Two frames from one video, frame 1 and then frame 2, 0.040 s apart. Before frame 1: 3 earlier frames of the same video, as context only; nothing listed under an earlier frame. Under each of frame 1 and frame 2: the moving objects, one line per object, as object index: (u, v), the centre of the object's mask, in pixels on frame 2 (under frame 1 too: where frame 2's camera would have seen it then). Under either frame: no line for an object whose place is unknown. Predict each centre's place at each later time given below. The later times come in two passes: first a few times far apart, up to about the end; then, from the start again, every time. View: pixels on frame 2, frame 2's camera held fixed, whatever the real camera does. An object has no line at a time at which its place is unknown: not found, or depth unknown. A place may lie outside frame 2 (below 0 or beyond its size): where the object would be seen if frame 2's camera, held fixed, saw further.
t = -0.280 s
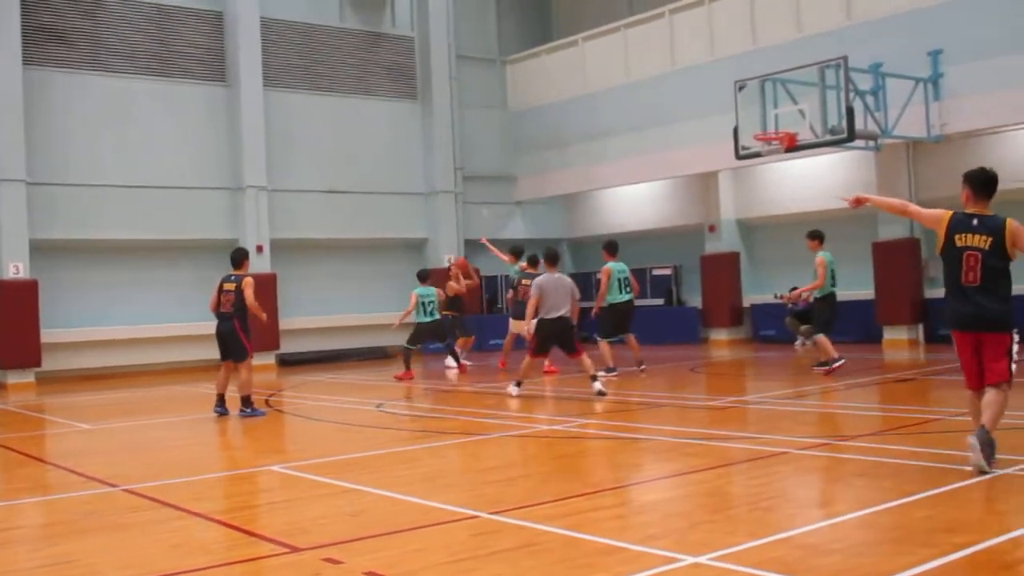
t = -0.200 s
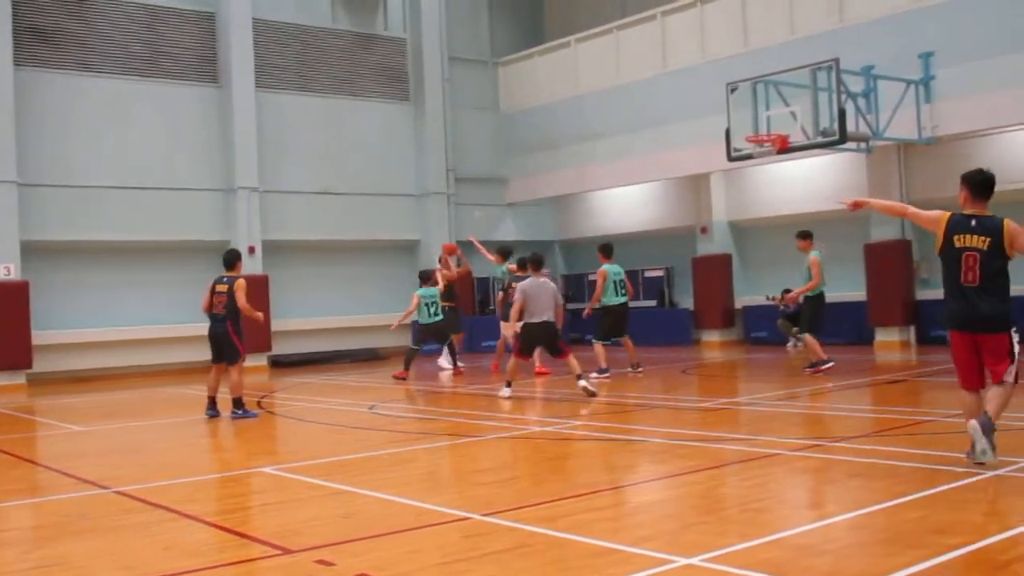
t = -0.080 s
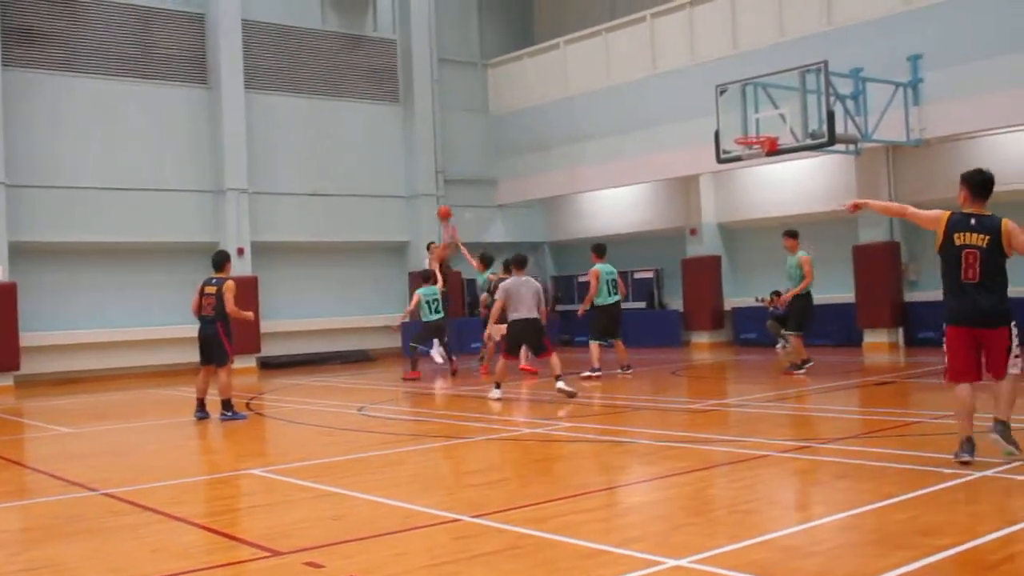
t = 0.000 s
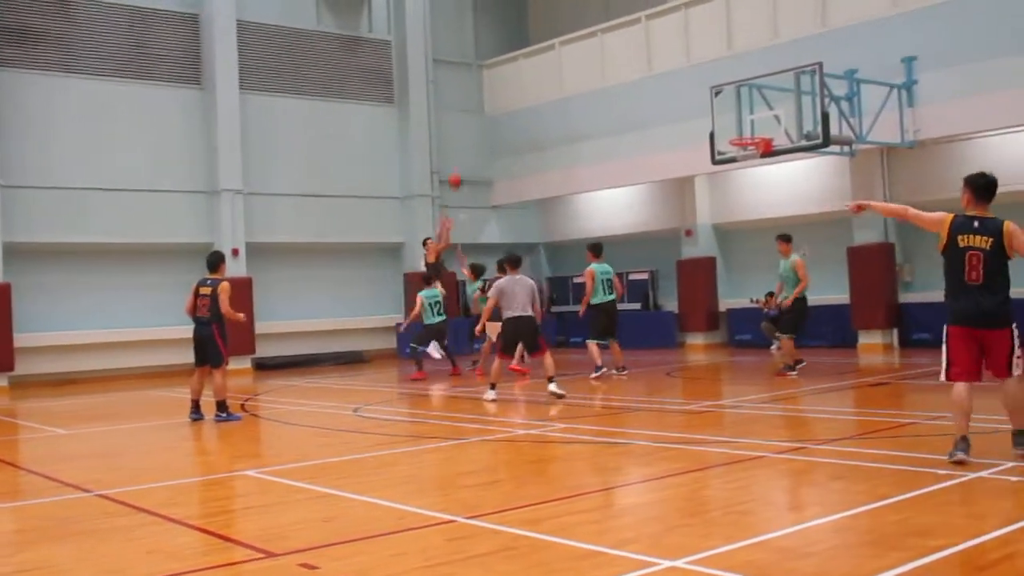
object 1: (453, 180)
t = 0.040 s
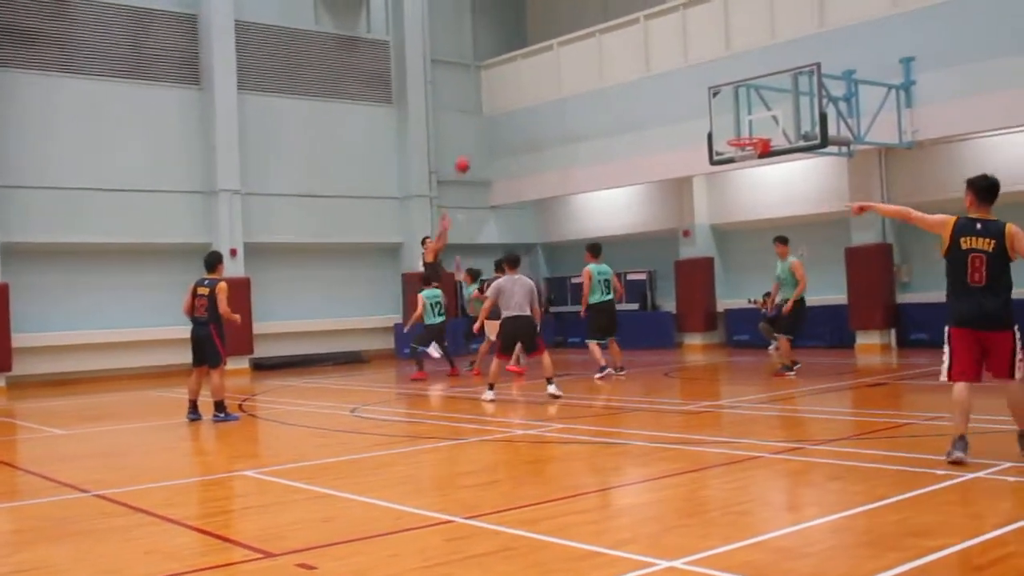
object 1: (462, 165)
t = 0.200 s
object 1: (498, 112)
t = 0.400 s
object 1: (545, 64)
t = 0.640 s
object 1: (606, 39)
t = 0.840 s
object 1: (663, 45)
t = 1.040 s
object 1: (724, 81)
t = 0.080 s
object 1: (471, 151)
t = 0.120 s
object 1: (480, 137)
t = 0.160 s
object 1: (488, 123)
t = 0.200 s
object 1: (498, 112)
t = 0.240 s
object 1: (507, 101)
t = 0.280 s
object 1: (516, 90)
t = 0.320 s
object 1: (526, 81)
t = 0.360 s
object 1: (535, 72)
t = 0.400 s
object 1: (545, 64)
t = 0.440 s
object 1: (555, 58)
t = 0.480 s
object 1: (565, 53)
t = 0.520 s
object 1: (575, 48)
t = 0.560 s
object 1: (586, 44)
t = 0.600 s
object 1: (596, 41)
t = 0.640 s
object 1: (606, 39)
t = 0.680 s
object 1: (617, 38)
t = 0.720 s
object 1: (629, 38)
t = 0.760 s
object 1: (640, 39)
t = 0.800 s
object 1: (651, 42)
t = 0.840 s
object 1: (663, 45)
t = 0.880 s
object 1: (675, 51)
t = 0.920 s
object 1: (686, 56)
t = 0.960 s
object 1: (699, 63)
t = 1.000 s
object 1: (711, 72)
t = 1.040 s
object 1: (724, 81)
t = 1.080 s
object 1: (736, 91)
